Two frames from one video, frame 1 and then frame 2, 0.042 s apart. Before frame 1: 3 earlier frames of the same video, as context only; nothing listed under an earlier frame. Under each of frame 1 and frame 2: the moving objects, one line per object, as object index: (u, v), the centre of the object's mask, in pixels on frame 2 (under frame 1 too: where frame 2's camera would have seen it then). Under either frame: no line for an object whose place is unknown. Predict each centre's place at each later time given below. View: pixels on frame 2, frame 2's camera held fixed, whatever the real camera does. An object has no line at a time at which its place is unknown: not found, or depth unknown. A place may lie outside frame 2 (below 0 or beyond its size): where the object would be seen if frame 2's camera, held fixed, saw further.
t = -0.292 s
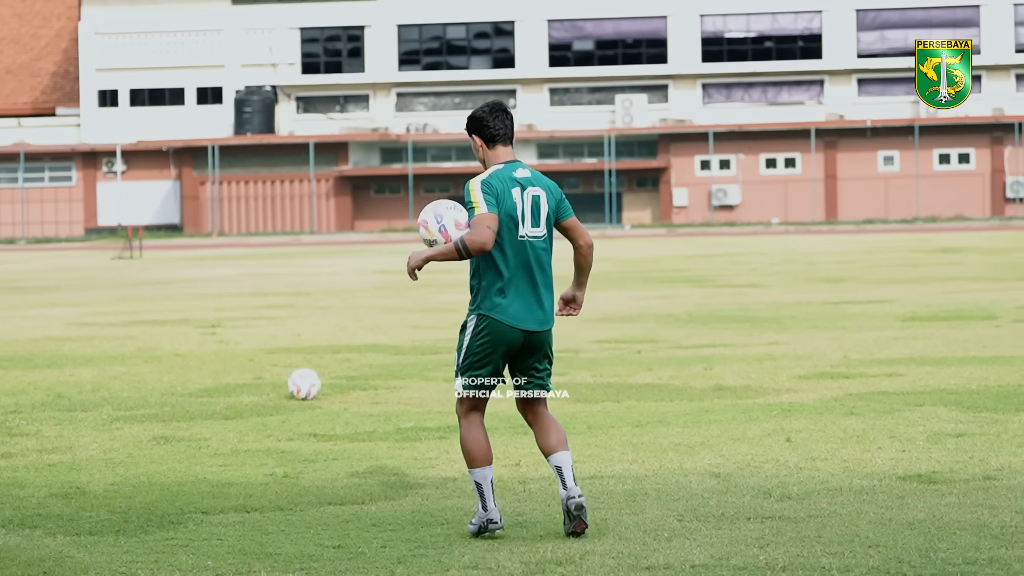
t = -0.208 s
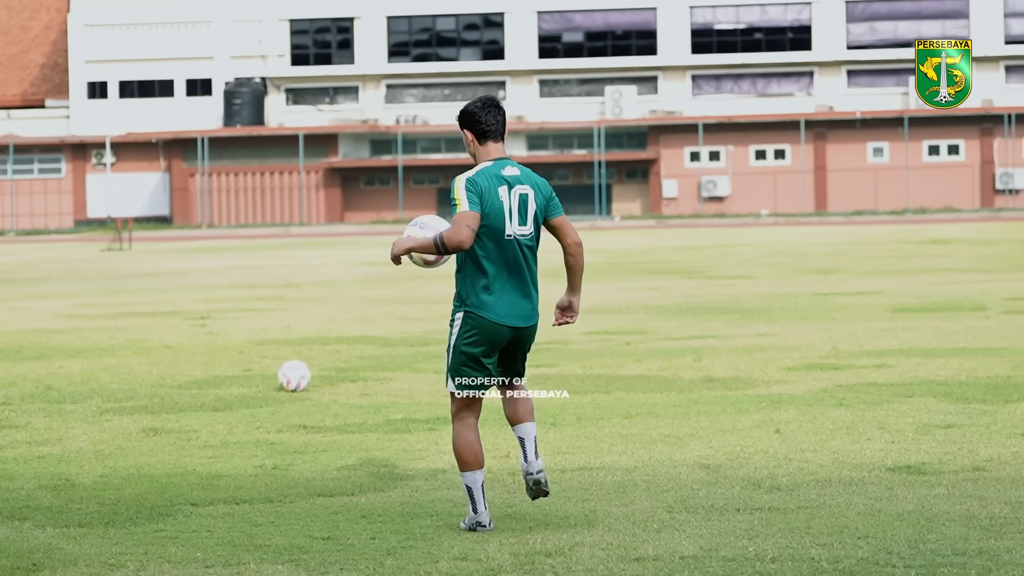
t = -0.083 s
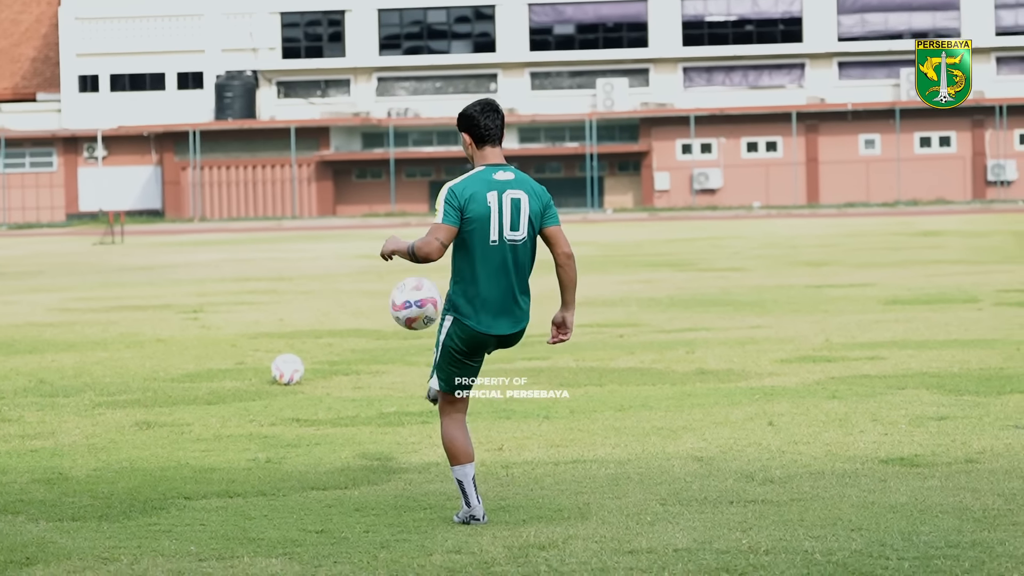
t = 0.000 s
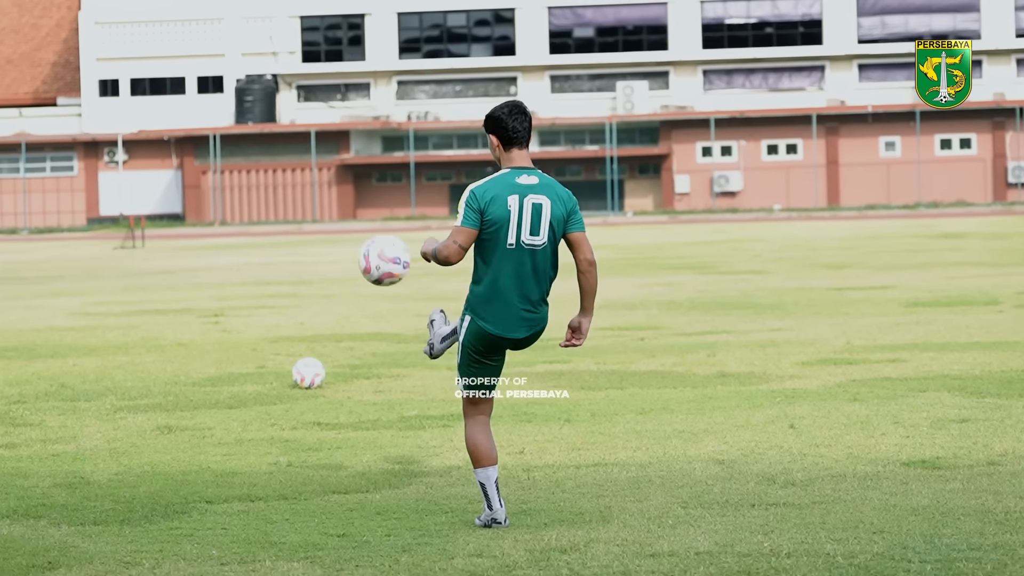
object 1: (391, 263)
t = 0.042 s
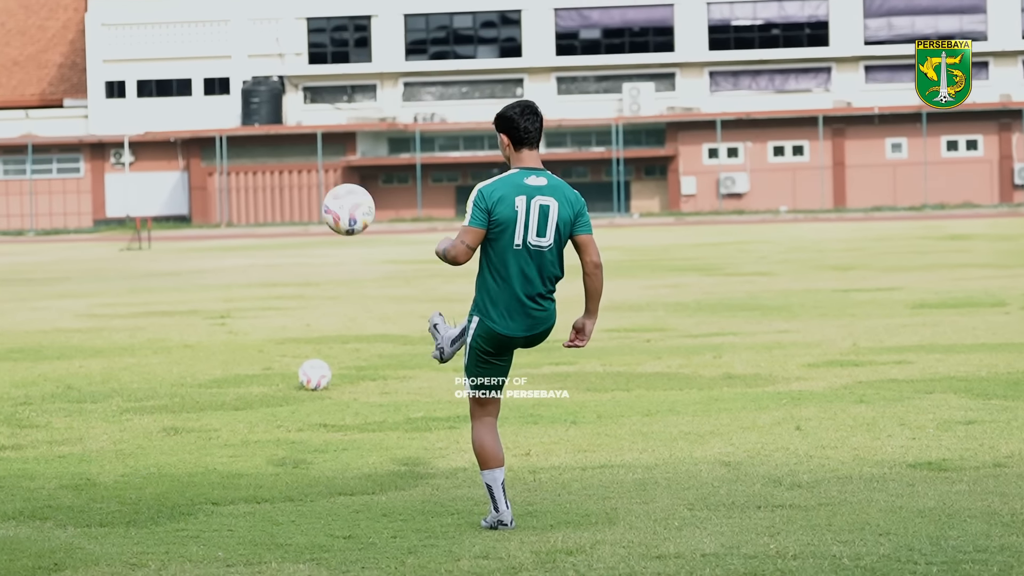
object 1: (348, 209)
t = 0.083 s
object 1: (306, 161)
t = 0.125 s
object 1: (268, 118)
